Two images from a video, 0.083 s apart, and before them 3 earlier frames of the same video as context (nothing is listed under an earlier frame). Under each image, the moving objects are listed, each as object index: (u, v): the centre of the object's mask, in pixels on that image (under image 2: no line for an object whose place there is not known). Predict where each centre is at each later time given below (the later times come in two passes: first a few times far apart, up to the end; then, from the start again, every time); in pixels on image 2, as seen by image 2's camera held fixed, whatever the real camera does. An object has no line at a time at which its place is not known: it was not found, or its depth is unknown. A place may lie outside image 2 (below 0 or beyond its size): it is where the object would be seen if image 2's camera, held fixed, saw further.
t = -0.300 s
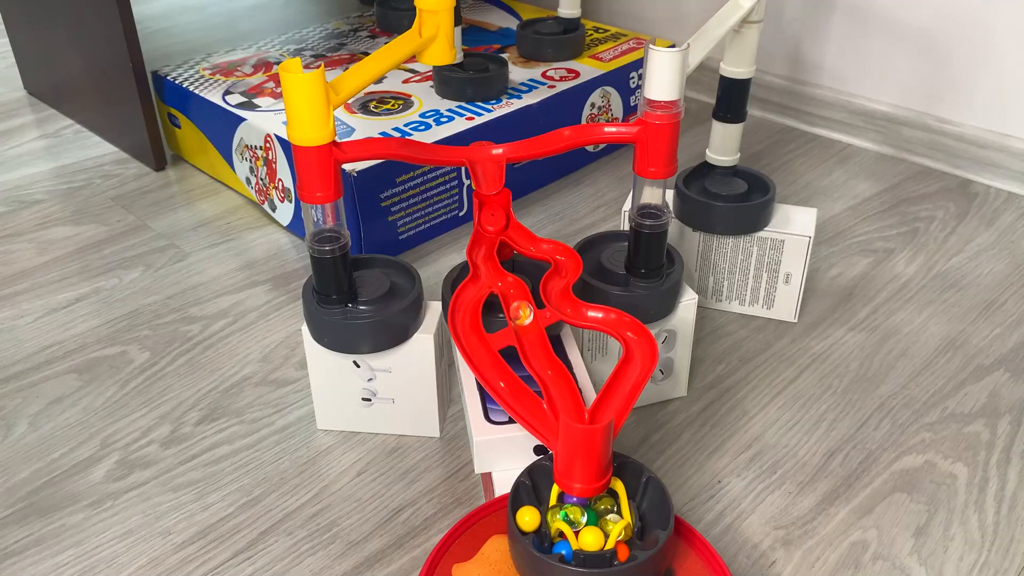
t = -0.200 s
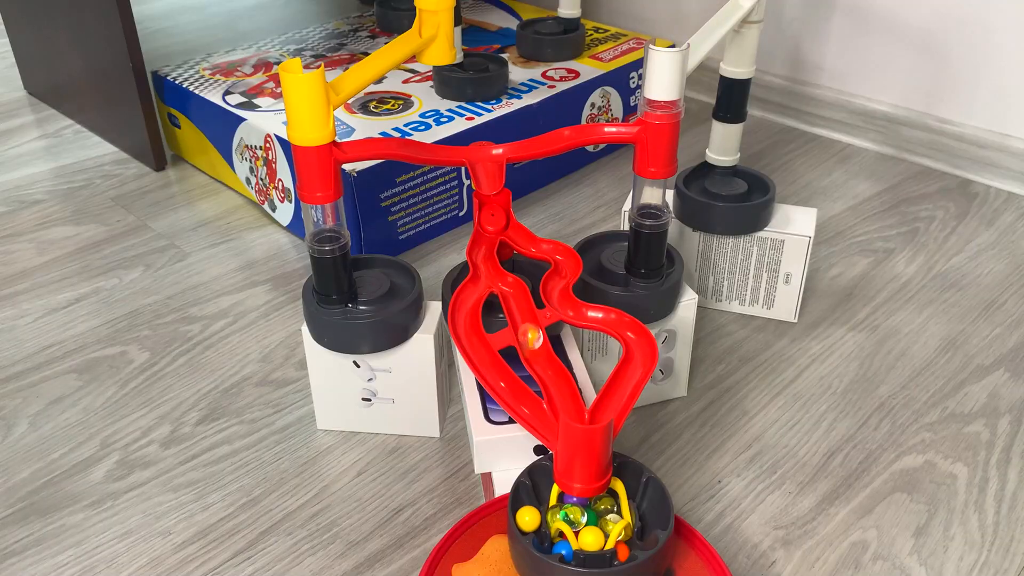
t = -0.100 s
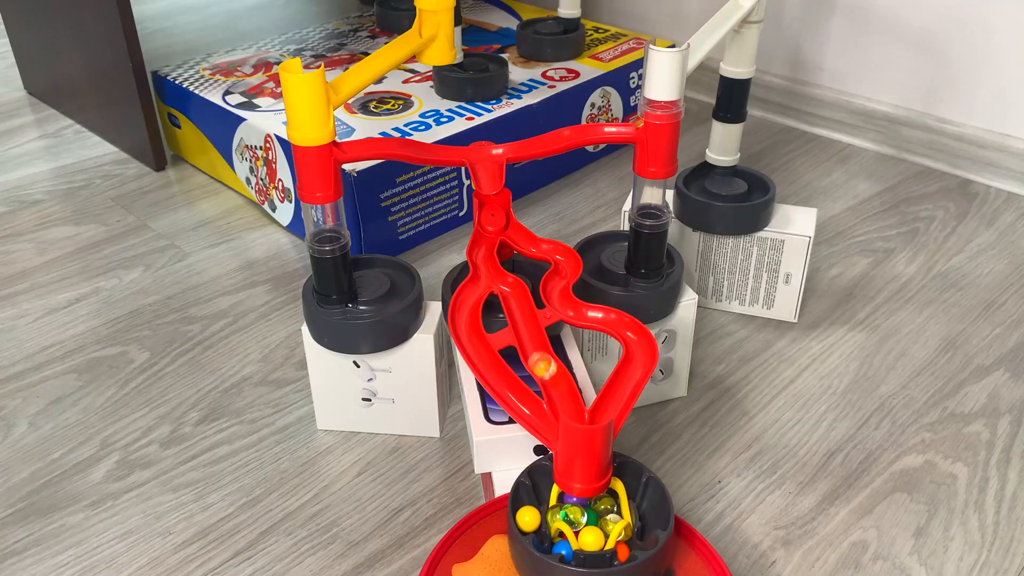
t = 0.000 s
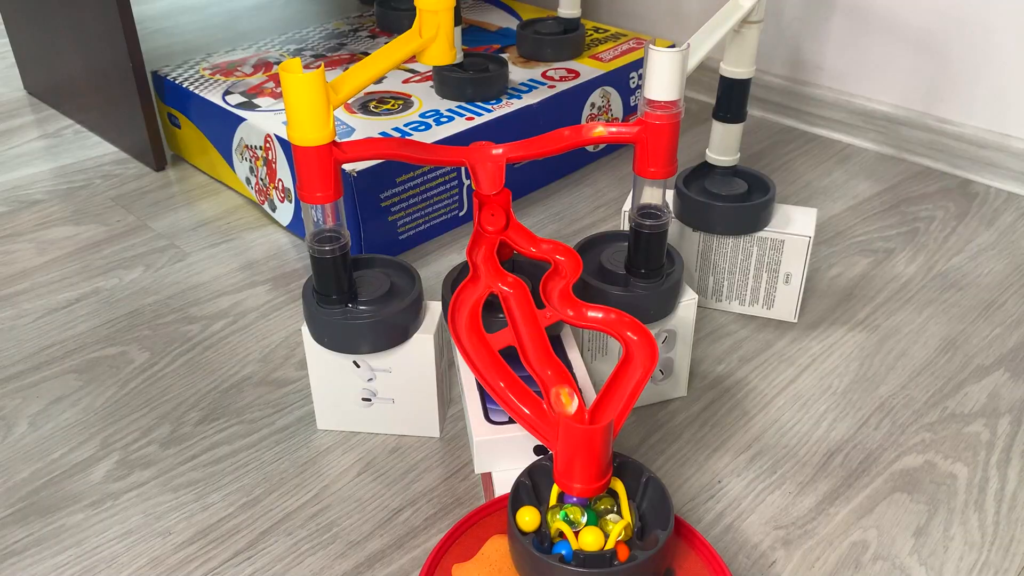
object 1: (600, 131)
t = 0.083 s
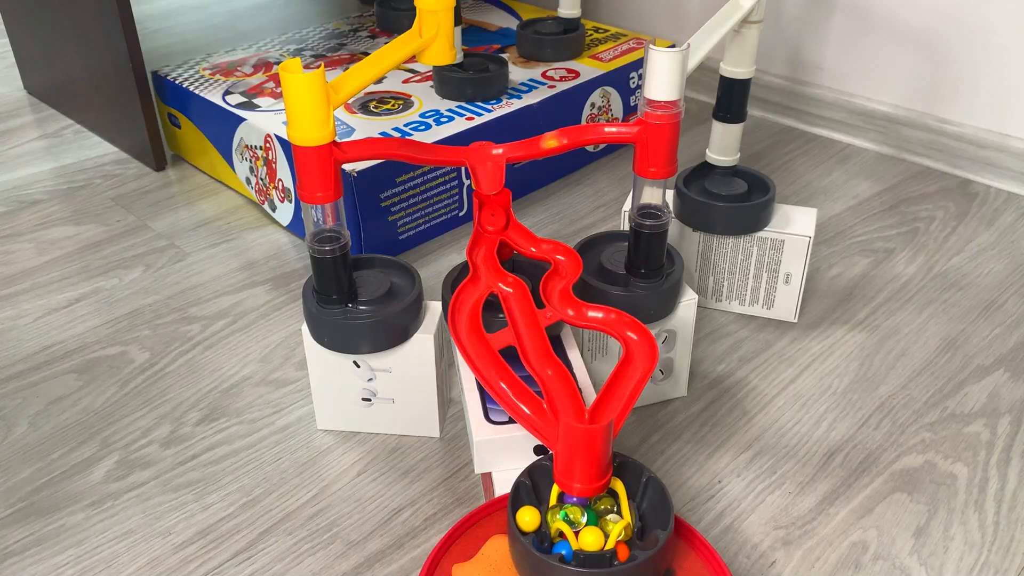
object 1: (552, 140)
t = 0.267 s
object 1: (434, 151)
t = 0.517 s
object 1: (414, 148)
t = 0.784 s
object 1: (527, 146)
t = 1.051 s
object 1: (526, 146)
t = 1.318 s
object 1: (447, 152)
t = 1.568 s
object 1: (497, 153)
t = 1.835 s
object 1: (491, 153)
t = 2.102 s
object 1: (488, 197)
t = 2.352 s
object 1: (557, 252)
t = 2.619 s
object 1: (566, 306)
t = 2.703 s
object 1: (602, 316)
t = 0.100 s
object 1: (542, 143)
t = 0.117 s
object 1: (535, 144)
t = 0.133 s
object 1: (522, 146)
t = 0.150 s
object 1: (512, 149)
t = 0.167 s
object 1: (497, 152)
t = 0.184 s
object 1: (486, 152)
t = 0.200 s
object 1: (474, 152)
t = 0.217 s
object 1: (462, 153)
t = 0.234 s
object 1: (450, 152)
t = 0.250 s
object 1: (442, 151)
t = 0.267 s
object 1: (434, 151)
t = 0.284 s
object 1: (428, 150)
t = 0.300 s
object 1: (422, 149)
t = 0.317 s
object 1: (419, 149)
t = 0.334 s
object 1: (415, 148)
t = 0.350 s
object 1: (412, 148)
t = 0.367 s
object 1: (410, 147)
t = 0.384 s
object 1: (408, 147)
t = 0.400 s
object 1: (407, 146)
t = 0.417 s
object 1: (406, 146)
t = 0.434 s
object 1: (406, 146)
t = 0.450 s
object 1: (406, 146)
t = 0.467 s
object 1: (407, 147)
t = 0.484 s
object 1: (409, 147)
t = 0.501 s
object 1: (411, 147)
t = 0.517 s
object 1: (414, 148)
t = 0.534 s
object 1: (417, 149)
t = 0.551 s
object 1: (420, 149)
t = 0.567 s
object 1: (425, 150)
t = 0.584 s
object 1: (429, 150)
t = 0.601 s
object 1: (435, 151)
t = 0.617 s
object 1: (441, 151)
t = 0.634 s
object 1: (450, 153)
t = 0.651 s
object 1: (460, 152)
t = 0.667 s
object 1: (469, 153)
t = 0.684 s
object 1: (478, 153)
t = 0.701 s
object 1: (488, 153)
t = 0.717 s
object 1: (497, 153)
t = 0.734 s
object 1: (508, 149)
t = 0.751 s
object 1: (515, 147)
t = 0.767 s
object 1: (522, 147)
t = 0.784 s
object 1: (527, 146)
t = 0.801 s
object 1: (531, 145)
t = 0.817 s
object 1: (536, 144)
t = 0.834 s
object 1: (539, 144)
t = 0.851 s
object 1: (541, 143)
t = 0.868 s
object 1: (544, 142)
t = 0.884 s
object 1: (545, 142)
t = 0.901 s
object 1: (545, 142)
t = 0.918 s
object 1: (546, 142)
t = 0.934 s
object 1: (545, 142)
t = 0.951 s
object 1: (544, 142)
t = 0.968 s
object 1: (543, 143)
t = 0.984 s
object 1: (541, 143)
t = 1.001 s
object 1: (538, 144)
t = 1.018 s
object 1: (535, 145)
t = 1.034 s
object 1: (531, 145)
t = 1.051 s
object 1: (526, 146)
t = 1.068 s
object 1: (522, 147)
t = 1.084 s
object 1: (517, 148)
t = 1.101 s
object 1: (510, 148)
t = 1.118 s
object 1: (502, 151)
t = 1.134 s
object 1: (493, 153)
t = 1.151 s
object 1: (485, 154)
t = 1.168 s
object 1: (478, 155)
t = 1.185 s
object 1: (473, 155)
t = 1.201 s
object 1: (468, 154)
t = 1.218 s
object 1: (461, 153)
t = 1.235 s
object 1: (456, 151)
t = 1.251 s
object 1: (453, 151)
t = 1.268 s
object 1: (451, 152)
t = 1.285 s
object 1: (450, 152)
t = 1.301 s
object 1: (448, 152)
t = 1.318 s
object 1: (447, 152)
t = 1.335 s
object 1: (448, 152)
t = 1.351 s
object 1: (449, 152)
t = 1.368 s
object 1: (450, 152)
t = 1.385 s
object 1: (452, 152)
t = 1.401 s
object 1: (455, 152)
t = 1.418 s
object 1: (459, 152)
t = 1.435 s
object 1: (462, 152)
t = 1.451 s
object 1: (466, 153)
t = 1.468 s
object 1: (470, 153)
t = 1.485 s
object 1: (475, 154)
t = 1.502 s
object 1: (479, 154)
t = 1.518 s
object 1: (485, 154)
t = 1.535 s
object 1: (489, 154)
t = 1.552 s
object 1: (494, 154)
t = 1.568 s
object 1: (497, 153)
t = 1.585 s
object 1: (501, 151)
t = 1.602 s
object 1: (503, 151)
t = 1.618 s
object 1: (505, 150)
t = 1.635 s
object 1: (507, 149)
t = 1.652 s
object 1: (508, 149)
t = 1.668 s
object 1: (508, 149)
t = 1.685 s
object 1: (509, 149)
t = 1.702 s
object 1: (508, 149)
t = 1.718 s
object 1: (507, 149)
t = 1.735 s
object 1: (506, 150)
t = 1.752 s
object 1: (504, 150)
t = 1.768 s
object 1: (502, 151)
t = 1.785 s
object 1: (499, 151)
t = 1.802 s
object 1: (497, 153)
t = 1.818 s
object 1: (494, 153)
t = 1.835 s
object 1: (491, 153)
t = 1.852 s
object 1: (488, 153)
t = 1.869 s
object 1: (485, 154)
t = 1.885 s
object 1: (482, 156)
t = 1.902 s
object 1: (479, 156)
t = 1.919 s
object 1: (478, 157)
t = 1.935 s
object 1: (478, 159)
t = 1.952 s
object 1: (481, 161)
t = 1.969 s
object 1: (483, 165)
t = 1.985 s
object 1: (488, 168)
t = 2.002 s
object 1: (492, 170)
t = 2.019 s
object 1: (492, 172)
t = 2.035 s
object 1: (491, 176)
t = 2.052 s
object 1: (488, 181)
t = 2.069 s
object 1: (487, 184)
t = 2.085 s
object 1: (486, 189)
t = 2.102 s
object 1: (488, 197)
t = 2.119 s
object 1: (493, 203)
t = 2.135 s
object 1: (498, 212)
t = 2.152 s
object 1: (504, 227)
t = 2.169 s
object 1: (509, 229)
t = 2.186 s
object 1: (514, 231)
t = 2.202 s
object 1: (519, 235)
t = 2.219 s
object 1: (521, 239)
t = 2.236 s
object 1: (524, 240)
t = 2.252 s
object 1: (528, 242)
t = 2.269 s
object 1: (531, 244)
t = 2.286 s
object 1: (536, 245)
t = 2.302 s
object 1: (543, 247)
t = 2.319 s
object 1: (550, 249)
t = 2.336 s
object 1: (553, 250)
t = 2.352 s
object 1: (557, 252)
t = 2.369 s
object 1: (560, 254)
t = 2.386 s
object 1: (563, 256)
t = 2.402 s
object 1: (566, 260)
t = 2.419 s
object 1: (568, 263)
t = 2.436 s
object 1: (567, 267)
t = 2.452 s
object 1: (567, 271)
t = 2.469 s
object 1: (566, 273)
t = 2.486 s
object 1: (563, 276)
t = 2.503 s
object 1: (558, 281)
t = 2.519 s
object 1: (555, 284)
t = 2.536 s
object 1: (554, 287)
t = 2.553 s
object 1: (554, 292)
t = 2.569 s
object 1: (557, 296)
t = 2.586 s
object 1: (559, 300)
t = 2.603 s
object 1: (561, 303)
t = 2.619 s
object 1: (566, 306)
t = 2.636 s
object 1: (573, 310)
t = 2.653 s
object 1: (581, 312)
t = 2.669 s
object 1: (587, 313)
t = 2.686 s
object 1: (594, 314)
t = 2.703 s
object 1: (602, 316)
